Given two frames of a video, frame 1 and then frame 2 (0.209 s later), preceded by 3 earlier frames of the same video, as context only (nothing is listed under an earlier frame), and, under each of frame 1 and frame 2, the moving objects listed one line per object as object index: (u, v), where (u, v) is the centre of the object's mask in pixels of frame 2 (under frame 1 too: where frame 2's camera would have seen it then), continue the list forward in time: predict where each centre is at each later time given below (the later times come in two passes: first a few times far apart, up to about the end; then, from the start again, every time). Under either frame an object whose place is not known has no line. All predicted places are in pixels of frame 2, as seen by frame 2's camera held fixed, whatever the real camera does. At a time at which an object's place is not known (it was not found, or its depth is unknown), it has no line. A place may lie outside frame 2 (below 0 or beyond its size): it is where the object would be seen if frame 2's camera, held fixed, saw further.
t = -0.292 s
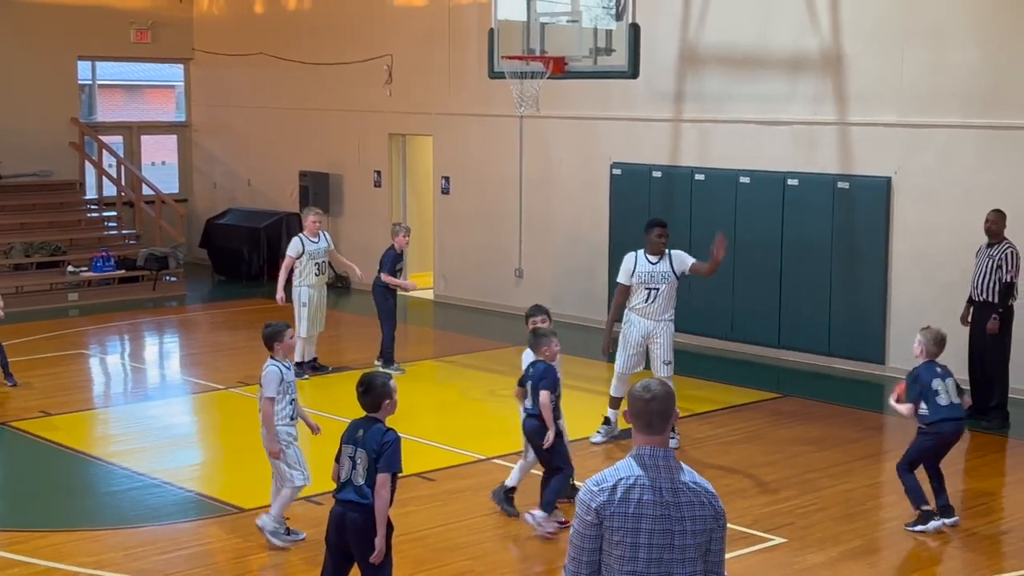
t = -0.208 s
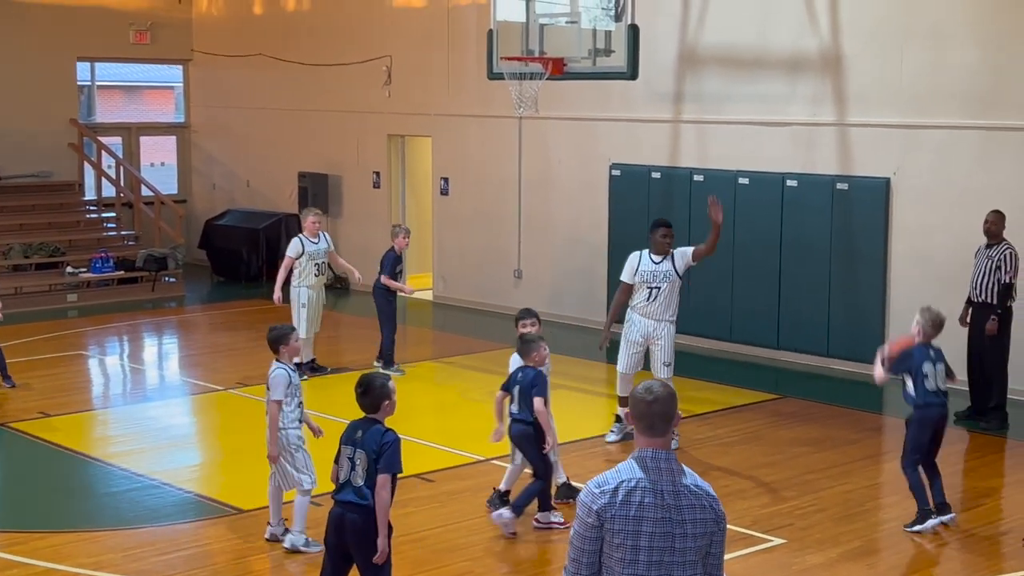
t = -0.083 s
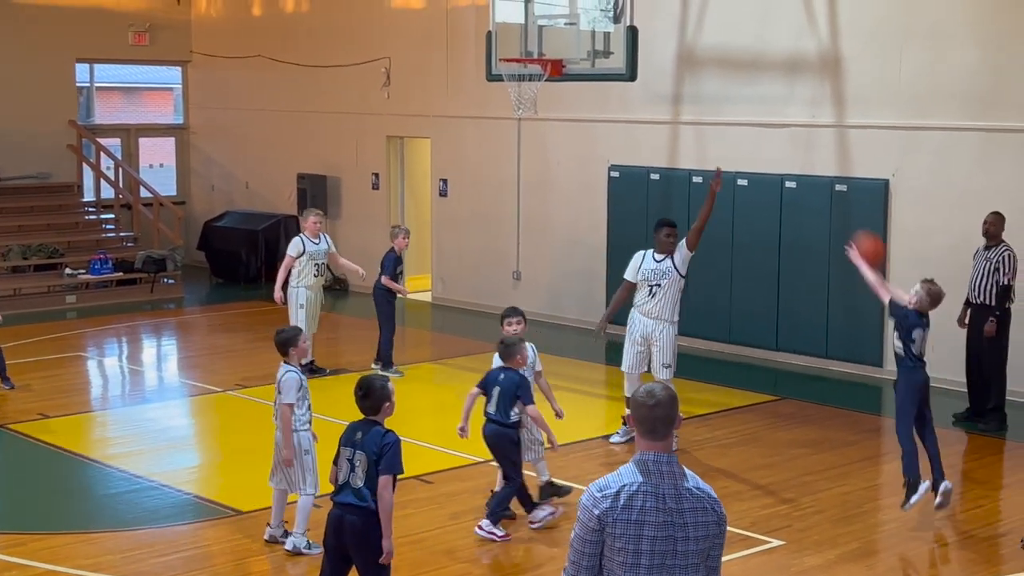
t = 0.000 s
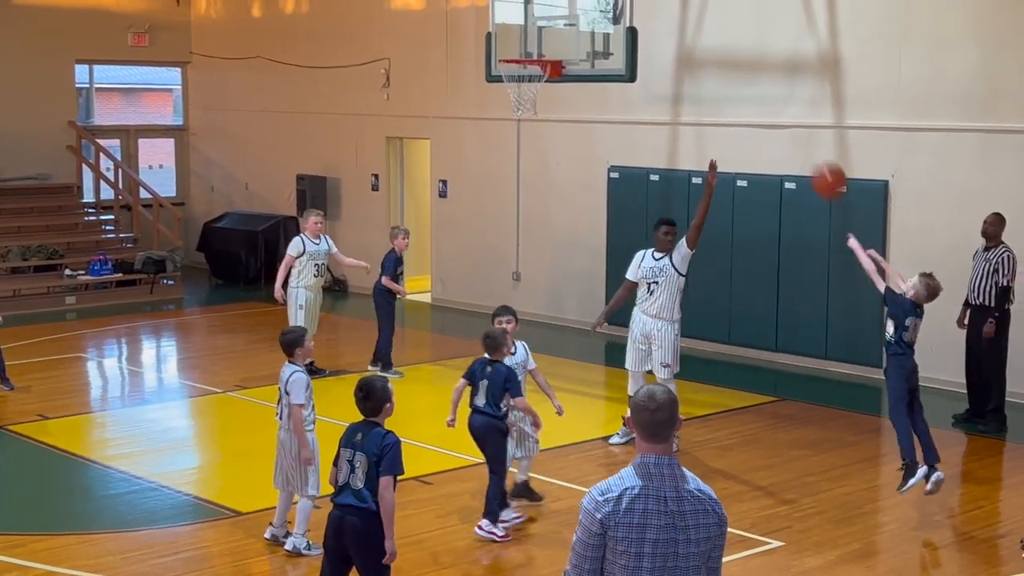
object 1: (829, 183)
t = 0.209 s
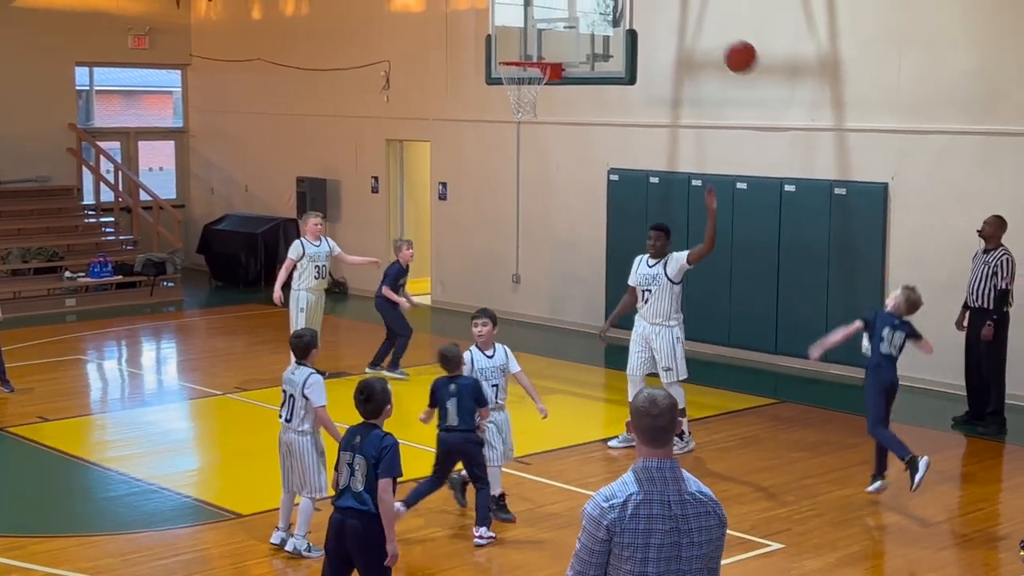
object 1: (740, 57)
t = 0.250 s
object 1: (724, 40)
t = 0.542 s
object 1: (620, 2)
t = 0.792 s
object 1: (544, 38)
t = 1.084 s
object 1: (527, -1)
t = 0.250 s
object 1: (724, 40)
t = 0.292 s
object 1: (708, 26)
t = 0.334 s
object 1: (693, 15)
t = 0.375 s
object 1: (677, 9)
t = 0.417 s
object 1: (662, 5)
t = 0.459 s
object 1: (648, 3)
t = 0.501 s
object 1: (634, 2)
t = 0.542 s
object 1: (620, 2)
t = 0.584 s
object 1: (607, 3)
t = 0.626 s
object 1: (594, 5)
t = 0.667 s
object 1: (580, 8)
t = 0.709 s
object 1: (568, 16)
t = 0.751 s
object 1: (556, 27)
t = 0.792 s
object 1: (544, 38)
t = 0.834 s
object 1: (532, 52)
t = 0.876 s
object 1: (531, 41)
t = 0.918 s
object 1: (531, 28)
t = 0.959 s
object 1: (530, 16)
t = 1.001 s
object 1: (529, 6)
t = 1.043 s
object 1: (528, 1)
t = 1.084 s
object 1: (527, -1)
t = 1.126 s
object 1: (527, -3)
